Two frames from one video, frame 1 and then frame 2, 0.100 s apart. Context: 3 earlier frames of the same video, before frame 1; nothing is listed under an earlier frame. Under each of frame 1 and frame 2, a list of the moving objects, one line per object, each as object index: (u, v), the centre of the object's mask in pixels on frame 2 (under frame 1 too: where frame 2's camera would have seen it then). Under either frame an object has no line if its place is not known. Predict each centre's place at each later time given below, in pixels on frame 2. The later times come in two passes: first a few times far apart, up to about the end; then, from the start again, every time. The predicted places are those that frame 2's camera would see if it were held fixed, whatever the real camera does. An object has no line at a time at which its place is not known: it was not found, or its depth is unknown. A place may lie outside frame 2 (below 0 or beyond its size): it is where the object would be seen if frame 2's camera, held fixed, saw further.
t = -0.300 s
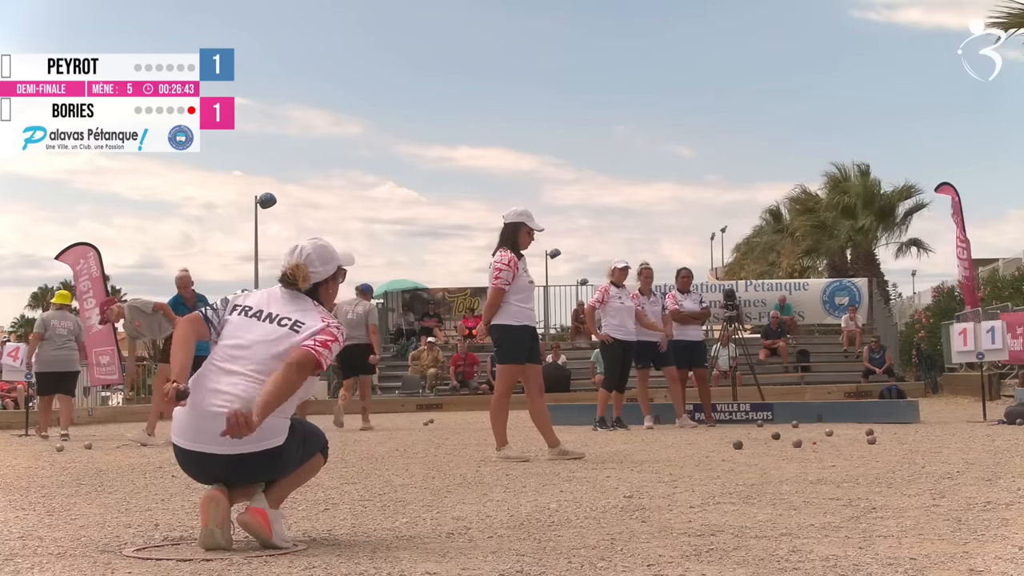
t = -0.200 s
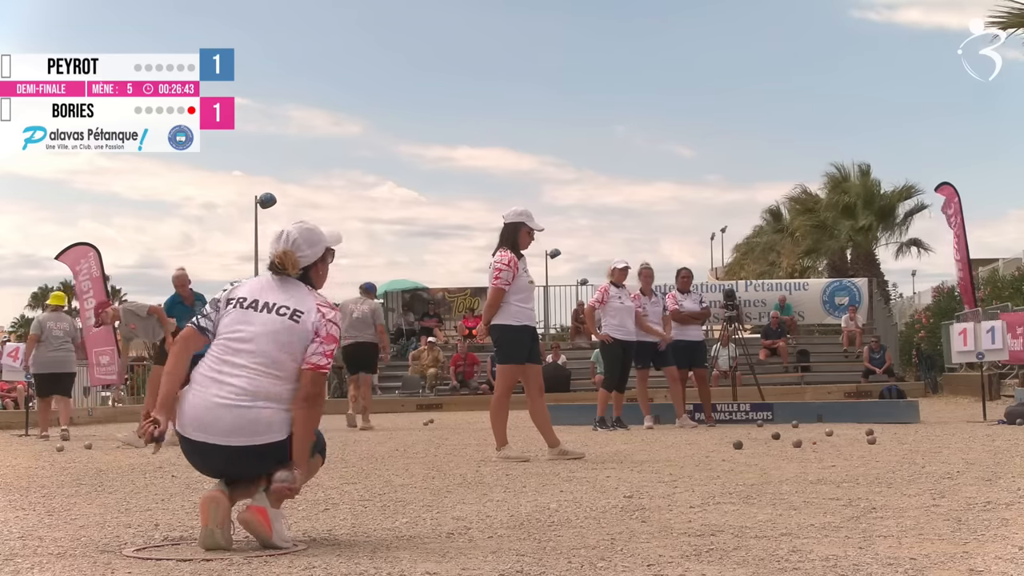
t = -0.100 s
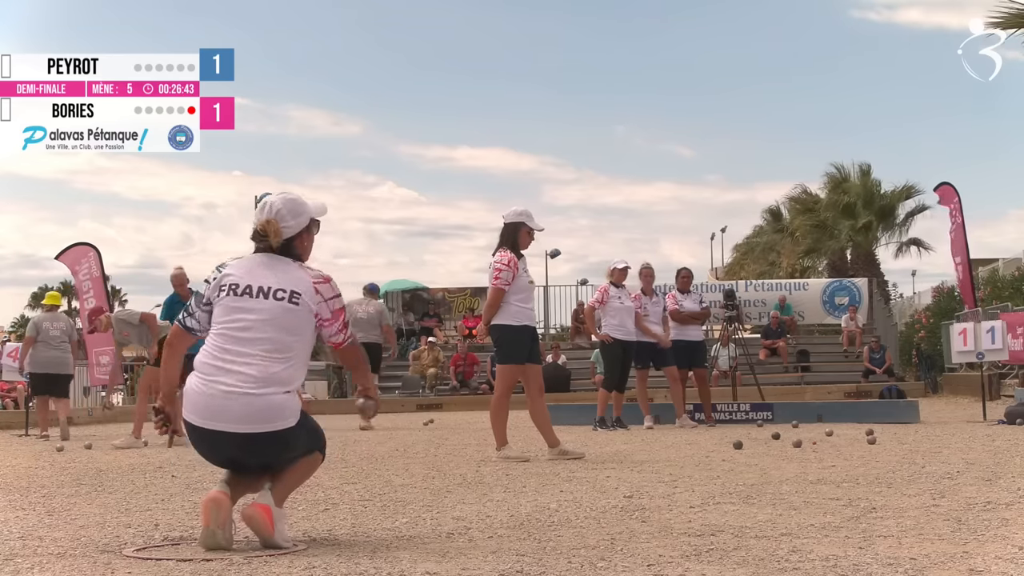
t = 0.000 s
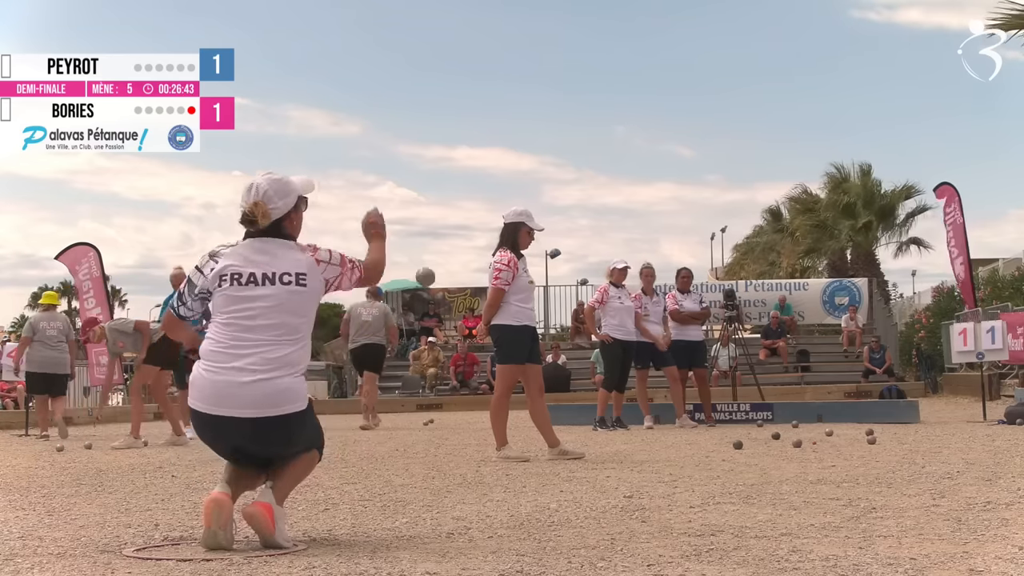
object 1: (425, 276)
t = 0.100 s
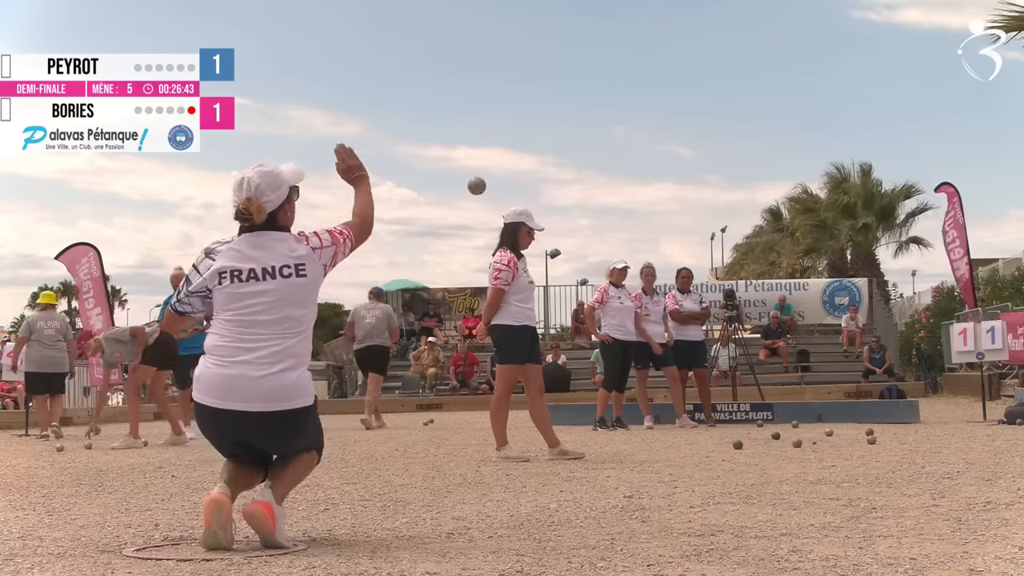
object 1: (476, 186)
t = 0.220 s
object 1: (531, 119)
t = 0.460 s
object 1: (620, 97)
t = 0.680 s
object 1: (686, 173)
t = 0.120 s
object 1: (486, 172)
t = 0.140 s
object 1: (495, 159)
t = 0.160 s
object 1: (505, 147)
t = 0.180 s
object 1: (513, 137)
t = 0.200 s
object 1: (522, 128)
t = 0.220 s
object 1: (531, 119)
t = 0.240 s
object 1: (539, 112)
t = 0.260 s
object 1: (547, 107)
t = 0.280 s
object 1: (555, 102)
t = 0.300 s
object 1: (563, 98)
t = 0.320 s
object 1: (571, 94)
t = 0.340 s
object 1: (578, 93)
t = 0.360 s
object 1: (585, 91)
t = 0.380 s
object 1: (593, 91)
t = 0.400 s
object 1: (600, 91)
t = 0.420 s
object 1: (607, 92)
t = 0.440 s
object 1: (614, 95)
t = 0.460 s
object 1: (620, 97)
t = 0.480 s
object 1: (627, 101)
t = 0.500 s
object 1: (633, 105)
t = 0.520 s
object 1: (639, 110)
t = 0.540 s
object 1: (646, 116)
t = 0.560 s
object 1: (652, 122)
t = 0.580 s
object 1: (658, 129)
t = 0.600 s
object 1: (664, 137)
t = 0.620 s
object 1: (670, 145)
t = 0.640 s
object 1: (675, 153)
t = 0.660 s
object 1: (681, 163)
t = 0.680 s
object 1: (686, 173)
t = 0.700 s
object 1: (692, 183)
